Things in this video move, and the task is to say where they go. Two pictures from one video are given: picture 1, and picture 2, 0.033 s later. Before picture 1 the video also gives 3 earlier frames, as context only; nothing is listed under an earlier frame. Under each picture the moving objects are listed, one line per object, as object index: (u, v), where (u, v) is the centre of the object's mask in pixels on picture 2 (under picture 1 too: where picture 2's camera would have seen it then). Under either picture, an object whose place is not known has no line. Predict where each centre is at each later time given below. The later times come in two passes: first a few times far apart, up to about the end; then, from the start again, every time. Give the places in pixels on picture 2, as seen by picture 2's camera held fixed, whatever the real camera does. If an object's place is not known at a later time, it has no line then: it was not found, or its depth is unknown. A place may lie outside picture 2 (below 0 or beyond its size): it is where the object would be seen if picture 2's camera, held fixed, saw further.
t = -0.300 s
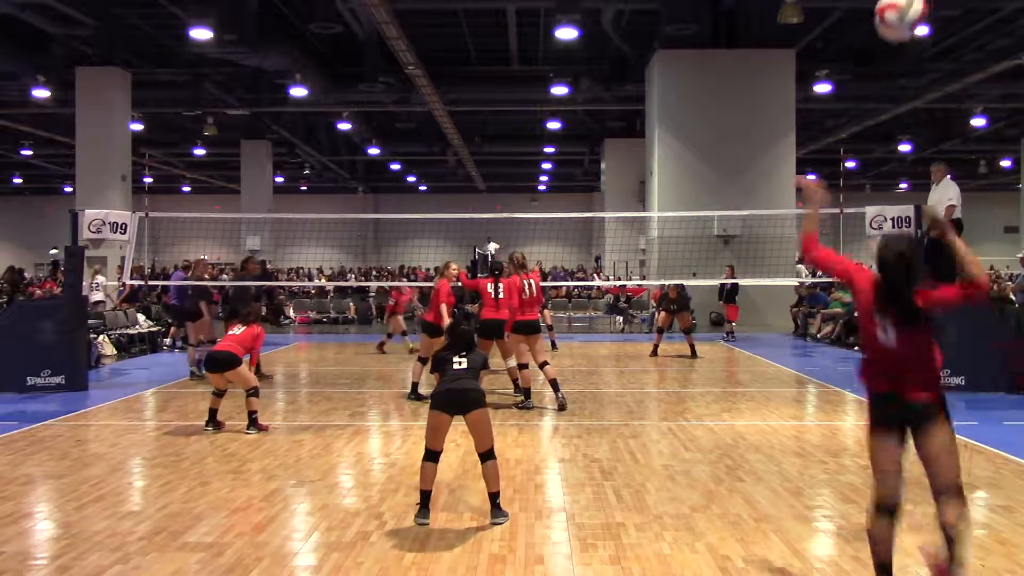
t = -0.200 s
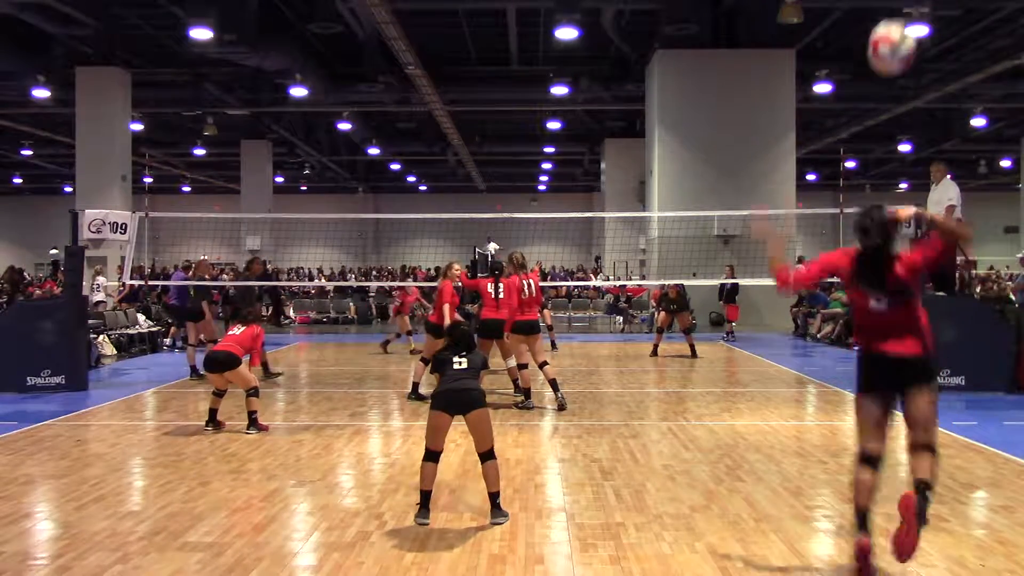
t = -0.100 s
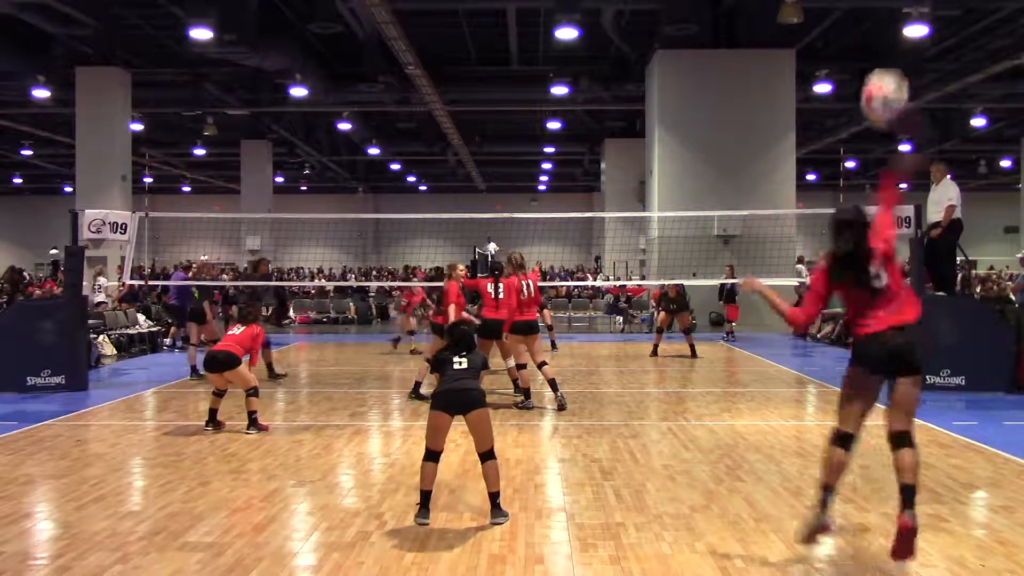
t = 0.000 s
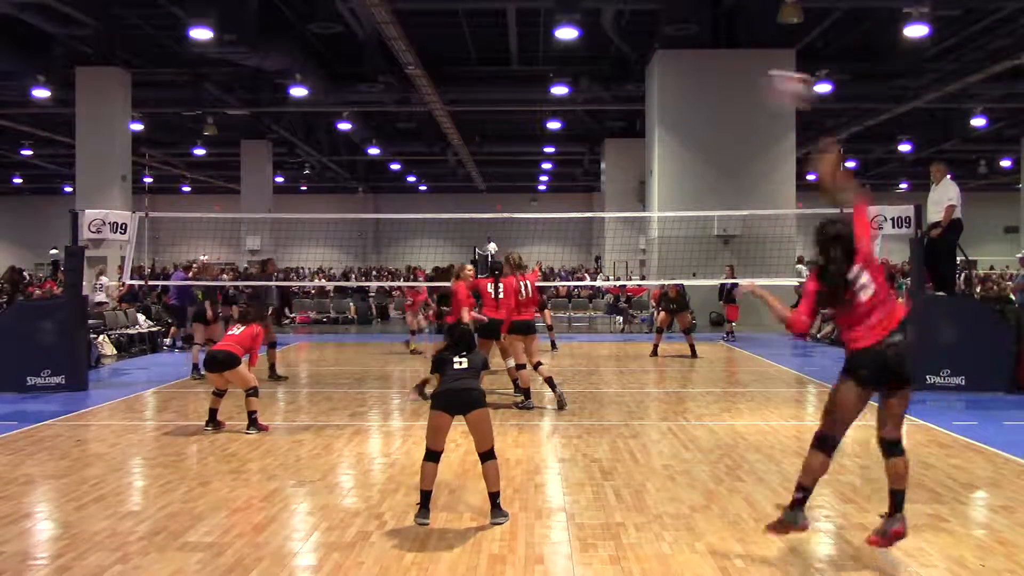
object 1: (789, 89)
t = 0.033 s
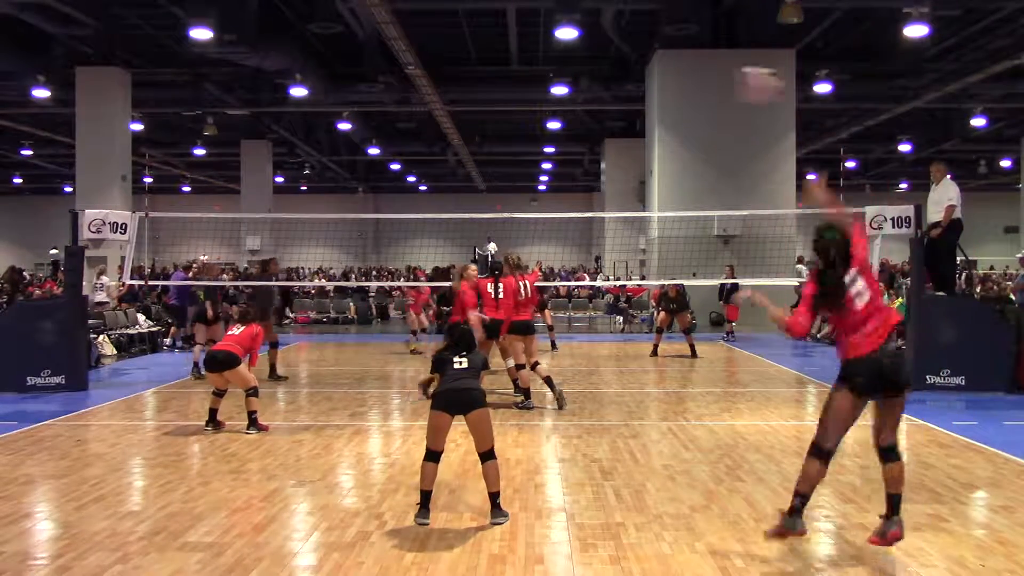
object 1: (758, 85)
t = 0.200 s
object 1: (661, 82)
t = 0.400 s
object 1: (598, 110)
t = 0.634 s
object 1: (558, 159)
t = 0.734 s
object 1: (549, 185)
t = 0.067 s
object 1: (733, 83)
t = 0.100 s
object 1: (711, 81)
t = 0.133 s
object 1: (691, 80)
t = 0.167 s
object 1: (675, 80)
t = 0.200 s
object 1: (661, 82)
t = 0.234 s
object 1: (646, 86)
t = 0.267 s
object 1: (635, 90)
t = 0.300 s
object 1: (624, 95)
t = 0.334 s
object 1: (614, 99)
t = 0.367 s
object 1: (605, 104)
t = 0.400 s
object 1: (598, 110)
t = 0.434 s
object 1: (590, 116)
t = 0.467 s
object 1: (583, 123)
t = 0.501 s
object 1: (577, 129)
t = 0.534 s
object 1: (571, 136)
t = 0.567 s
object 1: (566, 144)
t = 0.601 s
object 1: (562, 151)
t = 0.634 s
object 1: (558, 159)
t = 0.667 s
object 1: (554, 168)
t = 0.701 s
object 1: (551, 178)
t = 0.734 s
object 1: (549, 185)
